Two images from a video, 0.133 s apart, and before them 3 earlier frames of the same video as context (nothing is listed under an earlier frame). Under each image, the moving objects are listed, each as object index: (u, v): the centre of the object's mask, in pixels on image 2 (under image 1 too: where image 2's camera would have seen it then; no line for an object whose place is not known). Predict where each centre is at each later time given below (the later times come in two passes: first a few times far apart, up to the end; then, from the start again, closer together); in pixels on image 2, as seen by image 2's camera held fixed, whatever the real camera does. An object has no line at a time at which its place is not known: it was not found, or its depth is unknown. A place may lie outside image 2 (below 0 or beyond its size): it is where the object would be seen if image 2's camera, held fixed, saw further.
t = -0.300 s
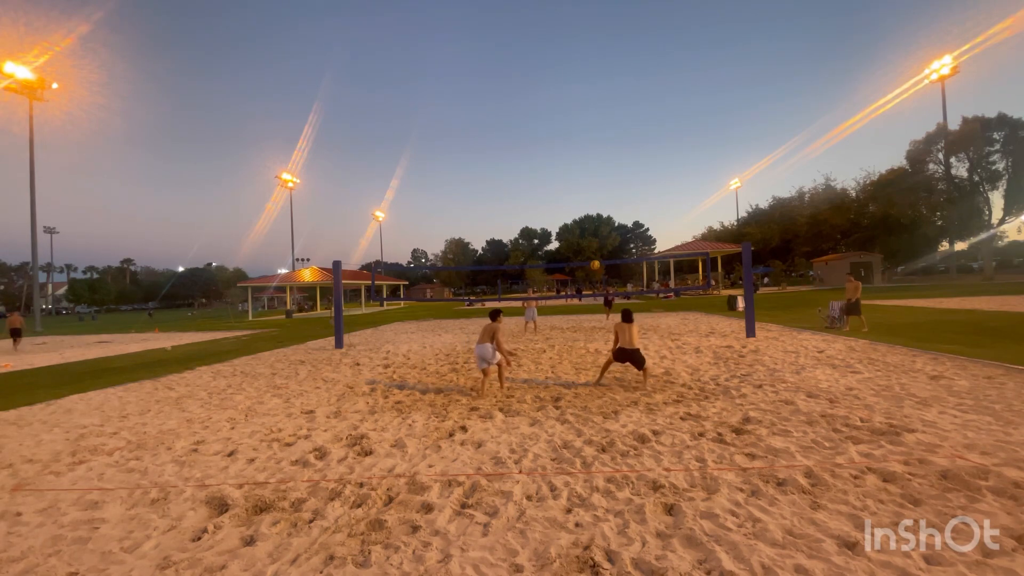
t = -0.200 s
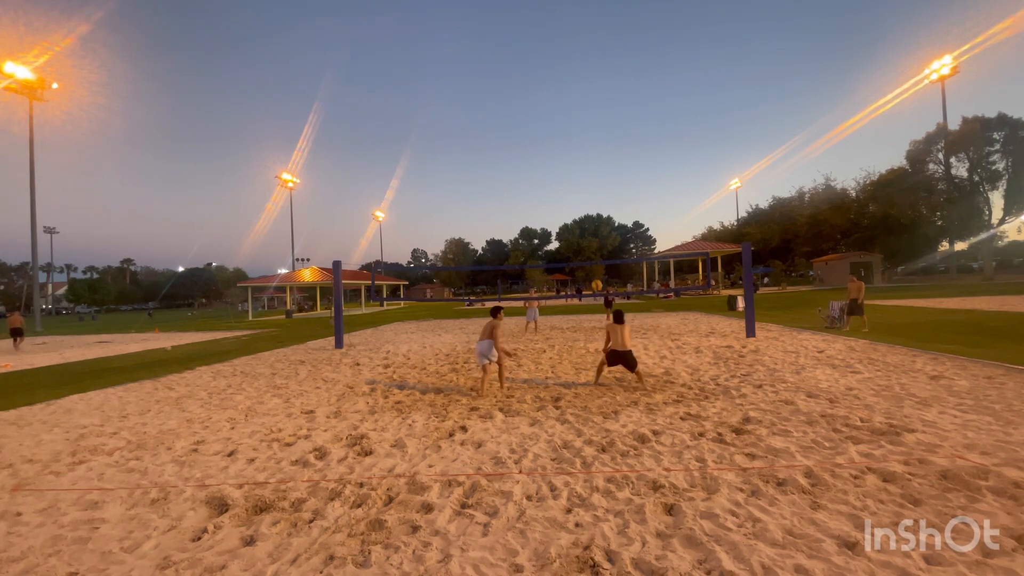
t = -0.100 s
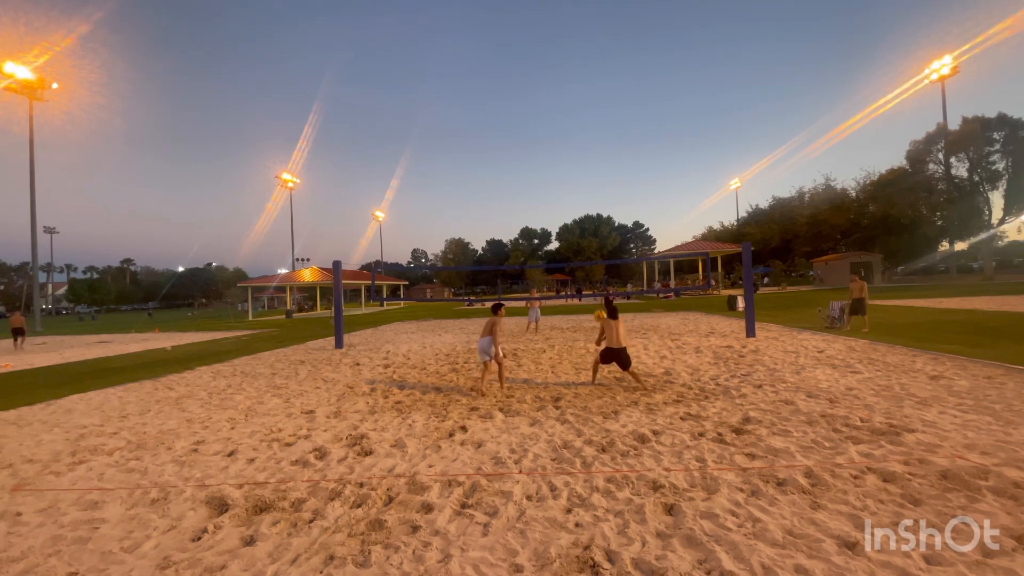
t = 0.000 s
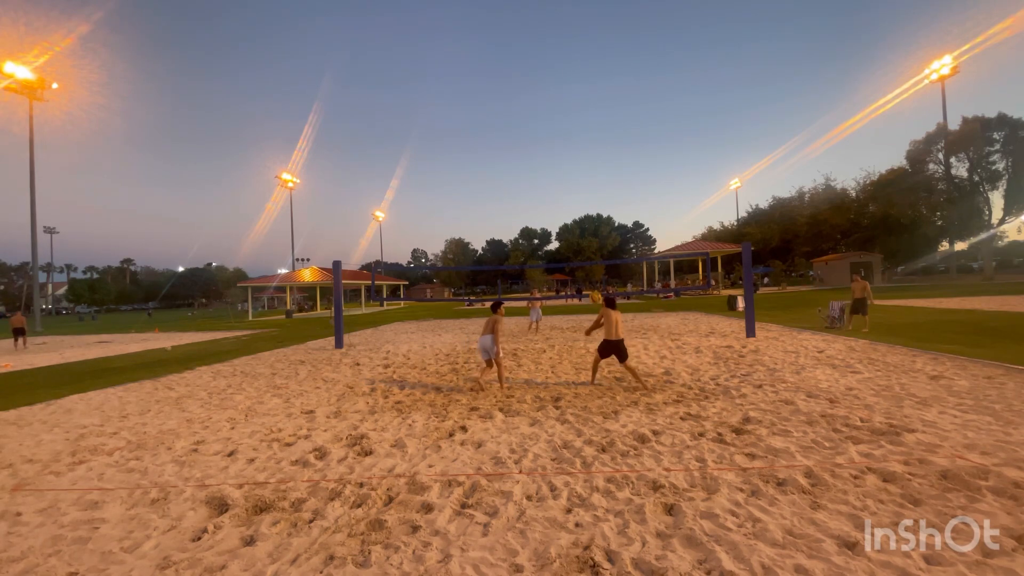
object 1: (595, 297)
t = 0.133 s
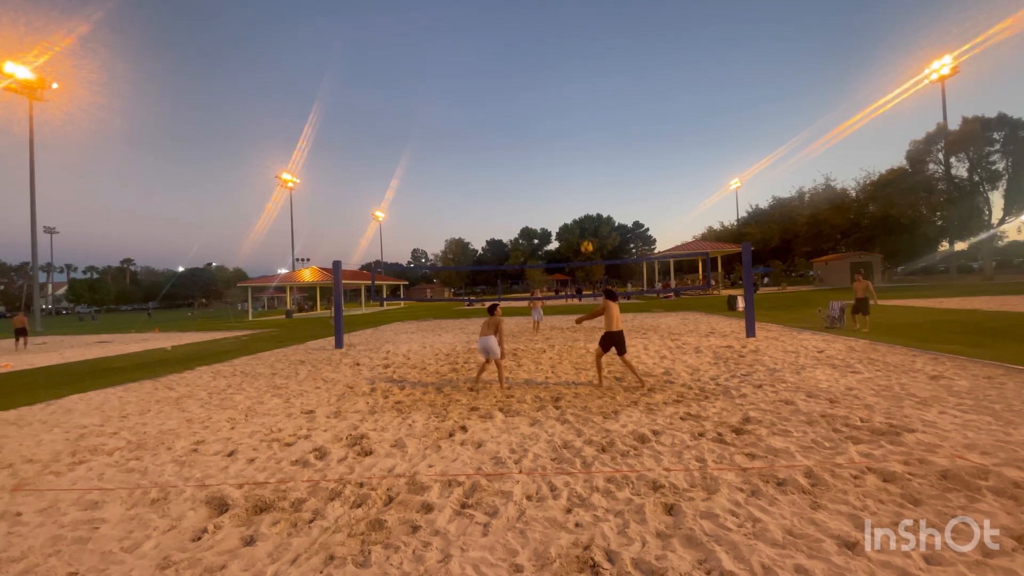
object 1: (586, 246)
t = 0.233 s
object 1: (581, 217)
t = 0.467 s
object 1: (564, 169)
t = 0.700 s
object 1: (558, 156)
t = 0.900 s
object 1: (552, 163)
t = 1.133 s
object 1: (545, 192)
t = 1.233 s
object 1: (543, 210)
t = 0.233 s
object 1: (581, 217)
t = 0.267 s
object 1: (579, 209)
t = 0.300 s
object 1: (577, 201)
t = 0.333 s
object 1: (575, 194)
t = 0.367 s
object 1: (573, 188)
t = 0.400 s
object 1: (572, 182)
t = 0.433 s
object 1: (570, 176)
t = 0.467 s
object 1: (564, 169)
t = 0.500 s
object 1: (564, 166)
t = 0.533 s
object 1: (562, 163)
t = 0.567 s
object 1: (561, 161)
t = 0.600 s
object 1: (560, 158)
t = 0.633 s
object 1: (558, 157)
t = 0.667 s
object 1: (557, 155)
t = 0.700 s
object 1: (558, 156)
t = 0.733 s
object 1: (557, 156)
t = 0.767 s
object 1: (556, 157)
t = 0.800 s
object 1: (555, 158)
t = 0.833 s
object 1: (554, 159)
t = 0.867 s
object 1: (553, 161)
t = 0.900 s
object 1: (552, 163)
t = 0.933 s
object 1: (551, 166)
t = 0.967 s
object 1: (549, 169)
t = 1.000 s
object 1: (548, 173)
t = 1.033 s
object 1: (548, 177)
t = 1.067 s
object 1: (547, 182)
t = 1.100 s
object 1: (546, 187)
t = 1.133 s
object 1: (545, 192)
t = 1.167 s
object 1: (544, 198)
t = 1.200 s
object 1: (543, 204)
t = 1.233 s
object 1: (543, 210)
